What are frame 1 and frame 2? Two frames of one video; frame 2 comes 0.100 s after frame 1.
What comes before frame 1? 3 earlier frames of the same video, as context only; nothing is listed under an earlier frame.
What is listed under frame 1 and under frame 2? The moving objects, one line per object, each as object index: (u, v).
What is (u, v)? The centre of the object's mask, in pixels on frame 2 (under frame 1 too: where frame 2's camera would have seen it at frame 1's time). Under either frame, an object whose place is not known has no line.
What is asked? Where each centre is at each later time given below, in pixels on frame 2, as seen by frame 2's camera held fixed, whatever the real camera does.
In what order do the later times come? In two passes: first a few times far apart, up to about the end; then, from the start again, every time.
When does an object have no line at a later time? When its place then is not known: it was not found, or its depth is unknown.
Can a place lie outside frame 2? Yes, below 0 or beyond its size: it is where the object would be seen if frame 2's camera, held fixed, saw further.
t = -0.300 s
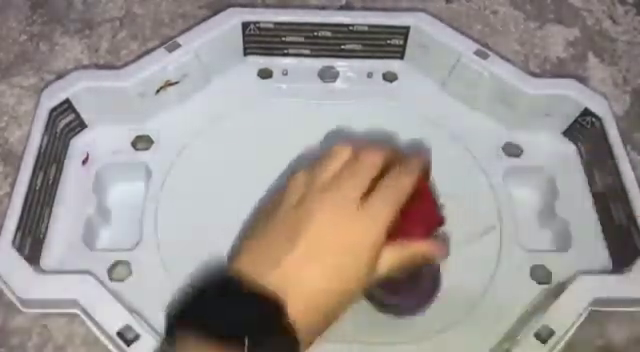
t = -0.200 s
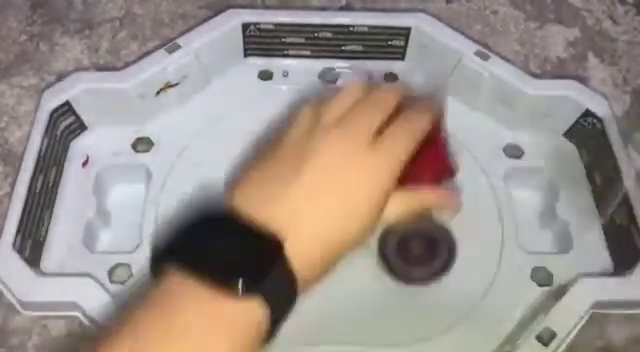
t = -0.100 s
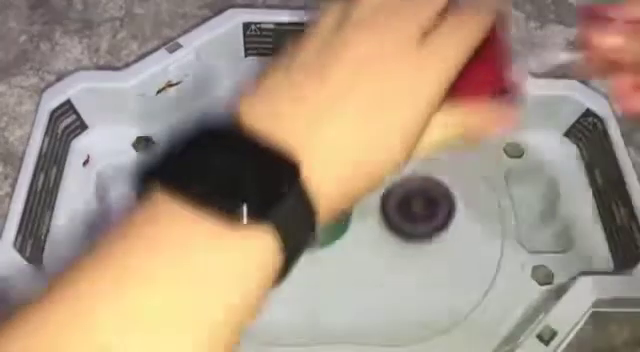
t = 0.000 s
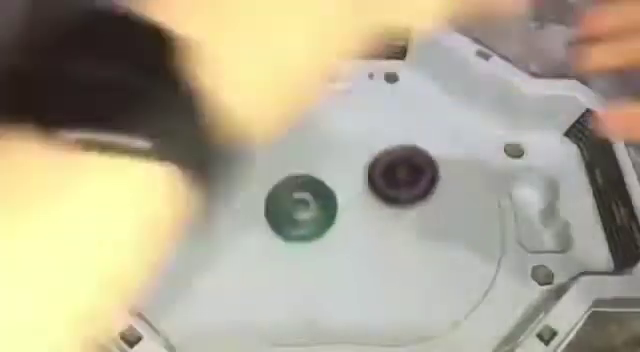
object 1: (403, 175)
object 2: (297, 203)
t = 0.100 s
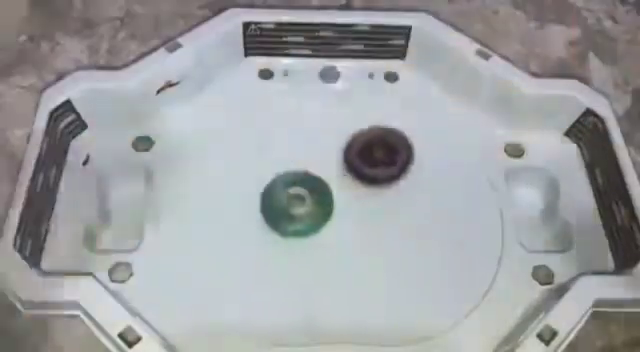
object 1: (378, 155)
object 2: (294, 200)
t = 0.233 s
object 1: (346, 148)
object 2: (295, 202)
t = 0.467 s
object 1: (399, 113)
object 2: (211, 283)
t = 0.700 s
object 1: (377, 170)
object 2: (261, 263)
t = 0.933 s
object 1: (412, 195)
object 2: (249, 226)
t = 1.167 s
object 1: (418, 189)
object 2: (237, 201)
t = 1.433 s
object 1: (370, 197)
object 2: (285, 183)
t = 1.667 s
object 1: (377, 214)
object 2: (281, 175)
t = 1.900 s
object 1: (370, 233)
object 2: (297, 178)
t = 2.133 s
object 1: (366, 244)
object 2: (306, 173)
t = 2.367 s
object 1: (352, 244)
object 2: (316, 173)
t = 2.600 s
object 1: (341, 241)
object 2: (321, 172)
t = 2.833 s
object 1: (339, 266)
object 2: (332, 136)
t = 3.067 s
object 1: (317, 249)
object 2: (364, 153)
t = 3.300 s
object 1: (247, 284)
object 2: (409, 118)
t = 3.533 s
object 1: (267, 236)
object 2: (374, 173)
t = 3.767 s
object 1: (260, 182)
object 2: (363, 224)
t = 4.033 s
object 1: (269, 162)
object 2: (354, 223)
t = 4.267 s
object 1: (286, 164)
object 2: (346, 214)
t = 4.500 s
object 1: (284, 164)
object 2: (358, 223)
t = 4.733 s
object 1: (302, 184)
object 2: (359, 217)
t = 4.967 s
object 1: (310, 187)
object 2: (359, 222)
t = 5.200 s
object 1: (313, 161)
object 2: (344, 244)
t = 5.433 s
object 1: (324, 172)
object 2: (321, 235)
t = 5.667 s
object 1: (357, 181)
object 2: (296, 224)
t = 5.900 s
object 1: (371, 201)
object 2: (290, 212)
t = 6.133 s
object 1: (376, 227)
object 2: (284, 201)
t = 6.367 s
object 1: (359, 232)
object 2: (289, 195)
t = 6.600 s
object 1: (351, 227)
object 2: (292, 178)
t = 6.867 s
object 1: (344, 241)
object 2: (308, 158)
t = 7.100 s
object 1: (317, 238)
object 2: (327, 174)
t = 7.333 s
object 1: (277, 241)
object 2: (363, 189)
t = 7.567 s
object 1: (272, 224)
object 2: (375, 218)
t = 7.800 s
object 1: (301, 203)
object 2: (359, 235)
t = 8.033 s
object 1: (303, 172)
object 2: (338, 233)
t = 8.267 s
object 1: (301, 170)
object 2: (309, 223)
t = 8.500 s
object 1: (313, 168)
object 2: (282, 217)
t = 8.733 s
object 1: (356, 177)
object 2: (265, 193)
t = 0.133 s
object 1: (369, 152)
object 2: (293, 197)
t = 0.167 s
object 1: (359, 150)
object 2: (296, 197)
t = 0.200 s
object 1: (350, 150)
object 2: (297, 195)
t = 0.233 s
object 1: (346, 148)
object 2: (295, 202)
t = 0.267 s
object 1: (357, 136)
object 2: (277, 217)
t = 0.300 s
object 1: (367, 125)
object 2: (260, 232)
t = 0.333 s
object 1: (377, 116)
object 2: (246, 246)
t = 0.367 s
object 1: (385, 111)
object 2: (233, 259)
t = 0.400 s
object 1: (391, 109)
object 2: (222, 270)
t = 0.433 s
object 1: (396, 110)
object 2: (215, 278)
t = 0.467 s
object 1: (399, 113)
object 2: (211, 283)
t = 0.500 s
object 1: (400, 117)
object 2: (212, 286)
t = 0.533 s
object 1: (399, 124)
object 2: (215, 286)
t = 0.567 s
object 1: (397, 131)
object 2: (221, 284)
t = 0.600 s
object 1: (393, 139)
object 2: (229, 282)
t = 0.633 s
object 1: (389, 149)
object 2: (239, 276)
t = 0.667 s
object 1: (383, 160)
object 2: (249, 270)
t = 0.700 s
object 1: (377, 170)
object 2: (261, 263)
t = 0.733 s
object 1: (369, 181)
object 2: (273, 254)
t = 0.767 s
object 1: (361, 192)
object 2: (284, 245)
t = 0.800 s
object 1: (357, 201)
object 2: (292, 236)
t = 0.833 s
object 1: (371, 200)
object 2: (281, 234)
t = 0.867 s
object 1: (387, 198)
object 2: (269, 232)
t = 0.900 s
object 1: (400, 197)
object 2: (258, 229)
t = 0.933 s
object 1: (412, 195)
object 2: (249, 226)
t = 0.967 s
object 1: (419, 193)
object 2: (242, 223)
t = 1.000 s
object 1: (425, 192)
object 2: (237, 219)
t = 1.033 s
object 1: (427, 191)
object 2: (234, 215)
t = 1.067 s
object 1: (428, 190)
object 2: (232, 211)
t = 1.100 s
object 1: (426, 190)
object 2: (232, 208)
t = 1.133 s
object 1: (423, 189)
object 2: (234, 204)
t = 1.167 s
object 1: (418, 189)
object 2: (237, 201)
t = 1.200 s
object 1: (412, 189)
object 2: (243, 199)
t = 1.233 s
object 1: (405, 189)
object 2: (248, 196)
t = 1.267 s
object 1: (398, 190)
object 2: (255, 194)
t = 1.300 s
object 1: (389, 190)
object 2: (263, 191)
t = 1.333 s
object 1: (380, 191)
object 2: (272, 190)
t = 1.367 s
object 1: (370, 192)
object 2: (281, 188)
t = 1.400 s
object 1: (365, 193)
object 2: (288, 186)
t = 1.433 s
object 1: (370, 197)
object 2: (285, 183)
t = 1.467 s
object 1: (373, 200)
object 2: (282, 180)
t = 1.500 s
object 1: (376, 204)
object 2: (280, 177)
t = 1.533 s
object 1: (378, 206)
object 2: (279, 176)
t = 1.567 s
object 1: (379, 209)
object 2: (279, 175)
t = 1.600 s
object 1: (379, 211)
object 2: (279, 175)
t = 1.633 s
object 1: (379, 213)
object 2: (280, 175)
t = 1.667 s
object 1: (377, 214)
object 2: (281, 175)
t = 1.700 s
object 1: (376, 216)
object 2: (283, 177)
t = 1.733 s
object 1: (373, 217)
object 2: (286, 179)
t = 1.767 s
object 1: (371, 218)
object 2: (290, 180)
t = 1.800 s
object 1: (368, 219)
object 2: (293, 182)
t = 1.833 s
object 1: (365, 220)
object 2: (297, 183)
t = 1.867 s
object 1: (368, 227)
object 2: (297, 180)
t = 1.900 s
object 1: (370, 233)
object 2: (297, 178)
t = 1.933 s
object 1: (371, 238)
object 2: (297, 176)
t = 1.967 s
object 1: (371, 241)
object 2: (297, 174)
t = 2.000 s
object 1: (371, 243)
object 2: (298, 172)
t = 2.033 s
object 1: (370, 245)
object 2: (300, 172)
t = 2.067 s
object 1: (369, 245)
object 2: (302, 172)
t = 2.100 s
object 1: (368, 245)
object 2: (303, 172)
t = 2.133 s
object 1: (366, 244)
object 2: (306, 173)
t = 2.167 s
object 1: (363, 242)
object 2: (308, 174)
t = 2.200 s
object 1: (360, 240)
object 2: (311, 176)
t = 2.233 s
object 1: (358, 238)
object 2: (314, 178)
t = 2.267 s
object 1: (356, 239)
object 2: (315, 177)
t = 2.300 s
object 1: (354, 240)
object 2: (316, 176)
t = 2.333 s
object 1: (353, 241)
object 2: (316, 176)
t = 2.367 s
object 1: (352, 244)
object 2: (316, 173)
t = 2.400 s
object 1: (351, 246)
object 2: (315, 170)
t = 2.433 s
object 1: (350, 247)
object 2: (315, 168)
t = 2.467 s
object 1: (348, 248)
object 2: (316, 167)
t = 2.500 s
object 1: (346, 247)
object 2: (317, 167)
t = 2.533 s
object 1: (345, 245)
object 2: (317, 168)
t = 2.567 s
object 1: (343, 243)
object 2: (319, 170)
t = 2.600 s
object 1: (341, 241)
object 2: (321, 172)
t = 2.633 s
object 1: (341, 248)
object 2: (322, 163)
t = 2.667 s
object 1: (341, 259)
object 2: (323, 153)
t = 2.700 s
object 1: (341, 265)
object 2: (324, 145)
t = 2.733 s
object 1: (340, 268)
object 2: (326, 139)
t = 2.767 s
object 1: (340, 269)
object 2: (328, 137)
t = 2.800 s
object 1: (339, 268)
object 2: (328, 135)
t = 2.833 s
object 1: (339, 266)
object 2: (332, 136)
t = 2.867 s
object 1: (339, 262)
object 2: (333, 138)
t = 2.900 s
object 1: (338, 257)
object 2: (336, 142)
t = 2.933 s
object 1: (337, 250)
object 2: (338, 148)
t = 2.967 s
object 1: (336, 243)
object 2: (341, 155)
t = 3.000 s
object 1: (335, 235)
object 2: (344, 162)
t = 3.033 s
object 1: (331, 233)
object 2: (350, 166)
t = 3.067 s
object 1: (317, 249)
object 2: (364, 153)
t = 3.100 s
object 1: (303, 262)
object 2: (376, 140)
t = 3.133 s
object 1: (289, 273)
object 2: (386, 130)
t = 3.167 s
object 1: (277, 281)
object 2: (395, 122)
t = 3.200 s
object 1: (265, 286)
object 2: (402, 117)
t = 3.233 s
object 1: (257, 288)
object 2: (406, 115)
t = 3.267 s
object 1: (251, 286)
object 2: (408, 115)
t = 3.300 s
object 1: (247, 284)
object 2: (409, 118)
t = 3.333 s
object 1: (246, 279)
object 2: (408, 122)
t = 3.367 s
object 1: (246, 274)
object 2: (406, 128)
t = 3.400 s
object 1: (248, 268)
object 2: (402, 135)
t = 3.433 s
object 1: (251, 260)
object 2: (397, 143)
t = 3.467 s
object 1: (255, 253)
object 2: (390, 152)
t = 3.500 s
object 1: (260, 244)
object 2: (382, 162)
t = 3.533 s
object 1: (267, 236)
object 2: (374, 173)
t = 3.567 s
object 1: (274, 227)
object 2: (364, 182)
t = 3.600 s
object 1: (281, 218)
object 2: (354, 191)
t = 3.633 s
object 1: (279, 209)
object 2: (352, 199)
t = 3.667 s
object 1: (272, 202)
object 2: (356, 207)
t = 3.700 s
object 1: (266, 195)
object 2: (359, 214)
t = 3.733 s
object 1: (262, 188)
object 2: (363, 221)
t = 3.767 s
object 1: (260, 182)
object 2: (363, 224)
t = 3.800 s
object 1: (259, 176)
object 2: (363, 227)
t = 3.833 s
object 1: (259, 172)
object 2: (363, 229)
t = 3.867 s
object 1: (259, 168)
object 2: (363, 230)
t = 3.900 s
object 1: (260, 165)
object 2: (362, 231)
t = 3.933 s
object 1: (262, 163)
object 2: (360, 229)
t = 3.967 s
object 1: (264, 162)
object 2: (358, 227)
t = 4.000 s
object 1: (266, 161)
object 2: (356, 226)
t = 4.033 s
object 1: (269, 162)
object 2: (354, 223)
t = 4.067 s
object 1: (272, 163)
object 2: (351, 220)
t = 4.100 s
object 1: (276, 165)
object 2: (348, 216)
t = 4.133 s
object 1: (280, 167)
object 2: (345, 212)
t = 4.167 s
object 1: (285, 170)
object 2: (342, 209)
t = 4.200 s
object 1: (289, 172)
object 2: (340, 207)
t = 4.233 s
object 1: (287, 168)
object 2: (343, 210)
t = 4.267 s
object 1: (286, 164)
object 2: (346, 214)
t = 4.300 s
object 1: (284, 162)
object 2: (350, 217)
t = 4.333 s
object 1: (283, 160)
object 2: (352, 219)
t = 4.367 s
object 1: (282, 159)
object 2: (354, 221)
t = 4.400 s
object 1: (281, 159)
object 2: (356, 222)
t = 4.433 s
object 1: (281, 160)
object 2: (357, 223)
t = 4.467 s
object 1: (282, 162)
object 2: (358, 223)
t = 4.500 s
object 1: (284, 164)
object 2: (358, 223)
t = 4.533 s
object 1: (286, 166)
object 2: (358, 221)
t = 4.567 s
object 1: (289, 169)
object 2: (358, 220)
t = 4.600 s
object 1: (292, 173)
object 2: (358, 218)
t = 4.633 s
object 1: (296, 177)
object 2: (356, 217)
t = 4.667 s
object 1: (300, 181)
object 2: (356, 214)
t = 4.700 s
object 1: (302, 184)
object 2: (356, 214)
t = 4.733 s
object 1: (302, 184)
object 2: (359, 217)
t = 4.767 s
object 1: (301, 184)
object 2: (362, 219)
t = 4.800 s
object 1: (302, 185)
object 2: (363, 220)
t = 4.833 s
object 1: (303, 185)
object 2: (364, 221)
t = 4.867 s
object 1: (305, 186)
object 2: (364, 221)
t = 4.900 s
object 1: (307, 187)
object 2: (362, 221)
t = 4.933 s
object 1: (309, 188)
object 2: (361, 221)
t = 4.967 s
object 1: (310, 187)
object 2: (359, 222)
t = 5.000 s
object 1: (311, 180)
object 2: (358, 228)
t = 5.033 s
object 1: (311, 171)
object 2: (358, 233)
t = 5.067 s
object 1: (311, 166)
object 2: (356, 239)
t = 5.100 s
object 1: (312, 162)
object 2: (353, 242)
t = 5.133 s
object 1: (312, 160)
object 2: (351, 244)
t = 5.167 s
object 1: (312, 160)
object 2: (347, 245)
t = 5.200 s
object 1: (313, 161)
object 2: (344, 244)
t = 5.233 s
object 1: (314, 163)
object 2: (340, 241)
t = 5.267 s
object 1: (315, 165)
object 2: (337, 238)
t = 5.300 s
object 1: (316, 169)
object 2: (334, 233)
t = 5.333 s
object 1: (316, 173)
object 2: (331, 229)
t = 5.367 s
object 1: (317, 174)
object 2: (326, 228)
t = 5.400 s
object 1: (321, 173)
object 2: (322, 231)
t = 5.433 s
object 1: (324, 172)
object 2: (321, 235)
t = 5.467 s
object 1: (327, 173)
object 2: (314, 234)
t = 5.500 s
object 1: (330, 174)
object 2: (311, 234)
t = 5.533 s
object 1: (333, 176)
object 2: (309, 231)
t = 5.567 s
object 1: (338, 178)
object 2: (307, 228)
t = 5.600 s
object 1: (344, 179)
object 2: (302, 228)
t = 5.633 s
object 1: (351, 180)
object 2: (299, 226)
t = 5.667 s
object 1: (357, 181)
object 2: (296, 224)
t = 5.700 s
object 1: (362, 182)
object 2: (293, 223)
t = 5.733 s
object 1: (366, 184)
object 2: (291, 221)
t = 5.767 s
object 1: (368, 187)
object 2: (290, 218)
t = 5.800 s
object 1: (370, 190)
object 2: (290, 216)
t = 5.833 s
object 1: (371, 194)
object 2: (289, 215)
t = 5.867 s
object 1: (371, 197)
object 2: (290, 214)
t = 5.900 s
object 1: (371, 201)
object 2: (290, 212)
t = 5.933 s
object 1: (371, 206)
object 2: (292, 211)
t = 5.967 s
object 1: (372, 209)
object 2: (292, 209)
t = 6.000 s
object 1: (374, 214)
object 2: (296, 211)
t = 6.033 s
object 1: (376, 218)
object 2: (294, 209)
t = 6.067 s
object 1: (376, 221)
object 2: (287, 204)
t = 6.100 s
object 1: (376, 224)
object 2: (285, 202)
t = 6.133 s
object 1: (376, 227)
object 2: (284, 201)
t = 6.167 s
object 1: (374, 229)
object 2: (282, 199)
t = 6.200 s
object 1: (372, 230)
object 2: (286, 203)
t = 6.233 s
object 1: (370, 232)
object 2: (282, 198)
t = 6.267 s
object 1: (368, 233)
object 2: (283, 197)
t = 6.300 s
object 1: (365, 233)
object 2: (285, 196)
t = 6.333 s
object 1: (362, 233)
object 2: (287, 195)
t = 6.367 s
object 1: (359, 232)
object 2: (289, 195)
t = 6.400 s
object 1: (358, 232)
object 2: (290, 193)
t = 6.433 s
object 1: (359, 233)
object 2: (289, 190)
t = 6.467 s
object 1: (359, 233)
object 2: (289, 188)
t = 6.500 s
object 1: (358, 232)
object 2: (289, 184)
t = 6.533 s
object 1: (356, 231)
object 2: (289, 181)
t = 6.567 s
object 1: (354, 229)
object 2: (290, 179)
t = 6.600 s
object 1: (351, 227)
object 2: (292, 178)
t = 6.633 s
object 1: (349, 227)
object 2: (294, 176)
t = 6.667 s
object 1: (348, 230)
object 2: (295, 173)
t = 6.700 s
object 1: (348, 237)
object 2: (297, 168)
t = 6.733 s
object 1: (348, 241)
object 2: (298, 164)
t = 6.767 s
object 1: (348, 243)
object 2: (300, 161)
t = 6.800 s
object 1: (346, 244)
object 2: (302, 159)
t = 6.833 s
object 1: (345, 243)
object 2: (305, 158)
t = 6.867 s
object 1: (344, 241)
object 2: (308, 158)
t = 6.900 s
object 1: (342, 238)
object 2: (311, 159)
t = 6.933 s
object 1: (340, 234)
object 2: (313, 160)
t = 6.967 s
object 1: (337, 232)
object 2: (316, 163)
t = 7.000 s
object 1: (332, 232)
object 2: (319, 164)
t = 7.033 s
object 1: (327, 235)
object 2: (322, 165)
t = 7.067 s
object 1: (322, 237)
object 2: (325, 171)
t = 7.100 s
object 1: (317, 238)
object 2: (327, 174)
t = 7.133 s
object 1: (312, 238)
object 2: (331, 176)
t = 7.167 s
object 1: (307, 238)
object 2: (335, 180)
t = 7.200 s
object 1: (301, 239)
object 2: (341, 182)
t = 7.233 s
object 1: (294, 241)
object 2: (349, 184)
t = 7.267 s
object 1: (288, 242)
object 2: (355, 187)
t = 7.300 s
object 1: (282, 241)
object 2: (360, 190)
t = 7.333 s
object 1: (277, 241)
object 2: (363, 189)
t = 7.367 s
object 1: (273, 240)
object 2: (367, 193)
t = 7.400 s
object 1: (271, 238)
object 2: (370, 197)
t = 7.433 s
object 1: (269, 236)
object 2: (373, 201)
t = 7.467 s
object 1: (268, 233)
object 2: (375, 206)
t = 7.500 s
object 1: (269, 230)
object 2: (376, 210)
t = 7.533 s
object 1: (270, 227)
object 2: (375, 214)
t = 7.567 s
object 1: (272, 224)
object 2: (375, 218)
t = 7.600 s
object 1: (275, 221)
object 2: (374, 222)
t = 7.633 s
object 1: (278, 218)
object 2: (373, 225)
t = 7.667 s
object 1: (282, 215)
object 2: (371, 227)
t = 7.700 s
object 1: (286, 212)
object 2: (368, 230)
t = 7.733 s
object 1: (291, 209)
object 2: (365, 232)
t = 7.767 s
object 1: (296, 206)
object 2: (363, 233)
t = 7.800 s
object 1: (301, 203)
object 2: (359, 235)
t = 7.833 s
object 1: (305, 201)
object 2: (355, 235)
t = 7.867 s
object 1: (307, 194)
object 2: (353, 237)
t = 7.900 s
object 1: (308, 188)
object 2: (351, 238)
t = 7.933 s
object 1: (308, 183)
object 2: (348, 238)
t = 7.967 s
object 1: (307, 178)
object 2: (344, 238)
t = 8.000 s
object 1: (306, 174)
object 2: (341, 236)
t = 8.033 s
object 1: (303, 172)
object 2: (338, 233)
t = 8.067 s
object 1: (302, 171)
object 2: (336, 230)
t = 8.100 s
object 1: (300, 172)
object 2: (332, 226)
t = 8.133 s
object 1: (300, 173)
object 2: (328, 223)
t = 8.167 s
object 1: (300, 173)
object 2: (324, 221)
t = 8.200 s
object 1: (300, 172)
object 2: (319, 222)
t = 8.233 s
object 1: (300, 171)
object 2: (314, 222)
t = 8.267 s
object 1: (301, 170)
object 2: (309, 223)
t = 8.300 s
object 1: (302, 168)
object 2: (304, 225)
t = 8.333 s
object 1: (303, 165)
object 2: (300, 225)
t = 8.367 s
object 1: (303, 165)
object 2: (295, 224)
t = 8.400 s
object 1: (304, 165)
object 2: (291, 222)
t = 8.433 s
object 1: (306, 167)
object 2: (289, 221)
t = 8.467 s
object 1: (308, 168)
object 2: (286, 218)
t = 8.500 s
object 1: (313, 168)
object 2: (282, 217)
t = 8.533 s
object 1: (318, 167)
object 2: (279, 215)
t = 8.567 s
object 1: (322, 166)
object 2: (276, 212)
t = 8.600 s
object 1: (326, 167)
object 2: (274, 209)
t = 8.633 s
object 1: (330, 170)
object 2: (275, 204)
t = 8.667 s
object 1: (333, 173)
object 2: (275, 200)
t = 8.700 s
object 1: (343, 176)
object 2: (272, 197)
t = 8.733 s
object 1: (356, 177)
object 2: (265, 193)
